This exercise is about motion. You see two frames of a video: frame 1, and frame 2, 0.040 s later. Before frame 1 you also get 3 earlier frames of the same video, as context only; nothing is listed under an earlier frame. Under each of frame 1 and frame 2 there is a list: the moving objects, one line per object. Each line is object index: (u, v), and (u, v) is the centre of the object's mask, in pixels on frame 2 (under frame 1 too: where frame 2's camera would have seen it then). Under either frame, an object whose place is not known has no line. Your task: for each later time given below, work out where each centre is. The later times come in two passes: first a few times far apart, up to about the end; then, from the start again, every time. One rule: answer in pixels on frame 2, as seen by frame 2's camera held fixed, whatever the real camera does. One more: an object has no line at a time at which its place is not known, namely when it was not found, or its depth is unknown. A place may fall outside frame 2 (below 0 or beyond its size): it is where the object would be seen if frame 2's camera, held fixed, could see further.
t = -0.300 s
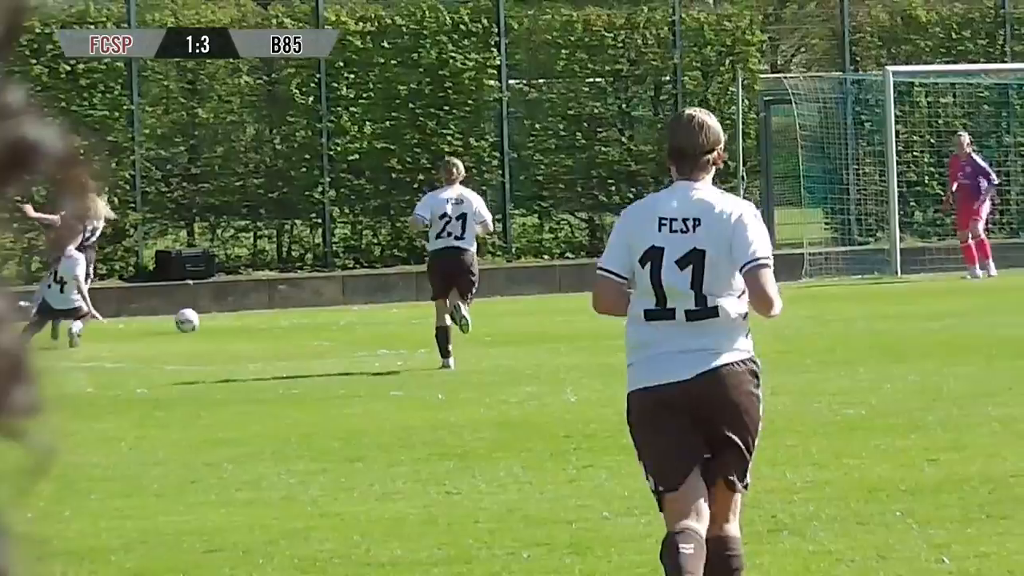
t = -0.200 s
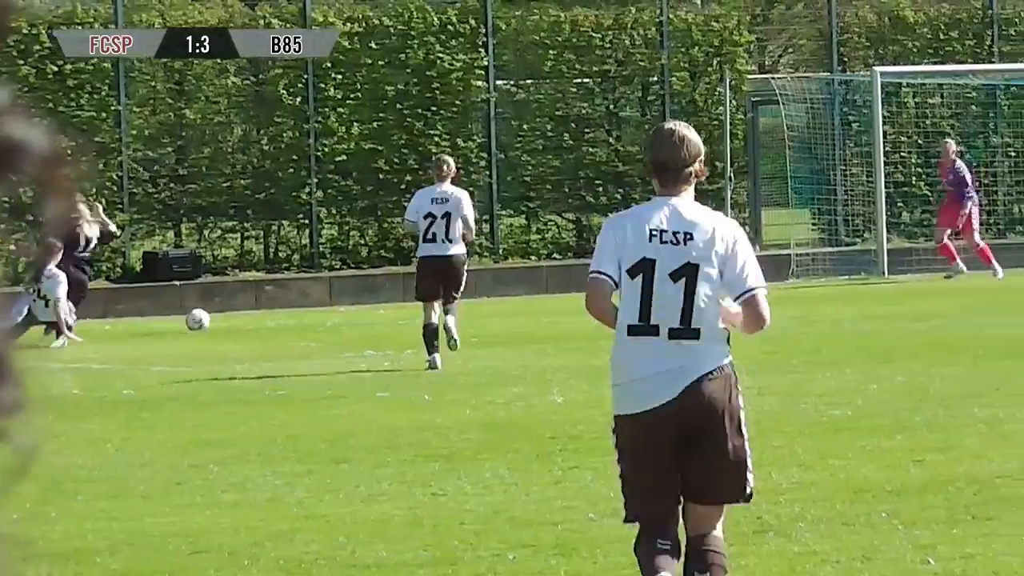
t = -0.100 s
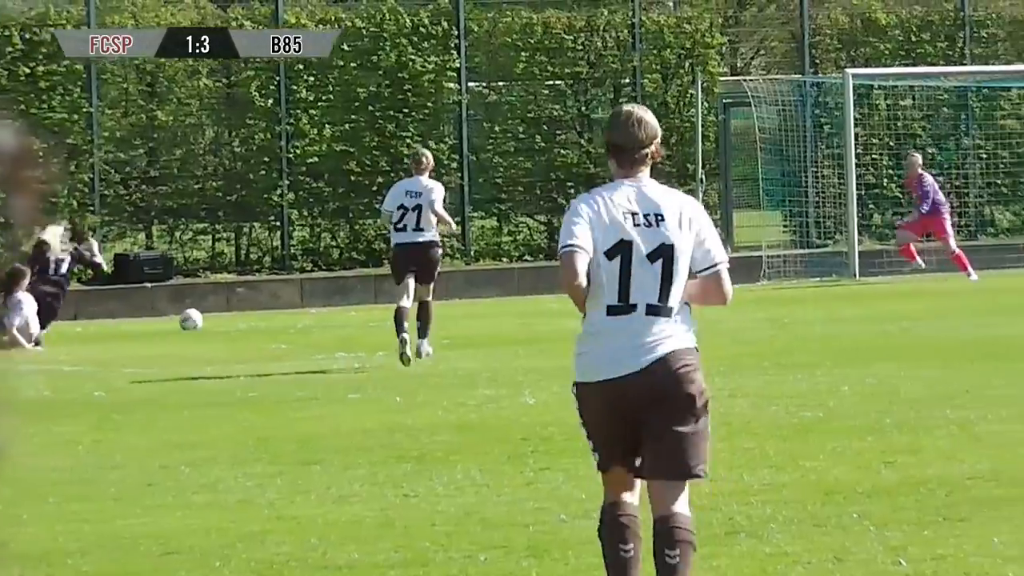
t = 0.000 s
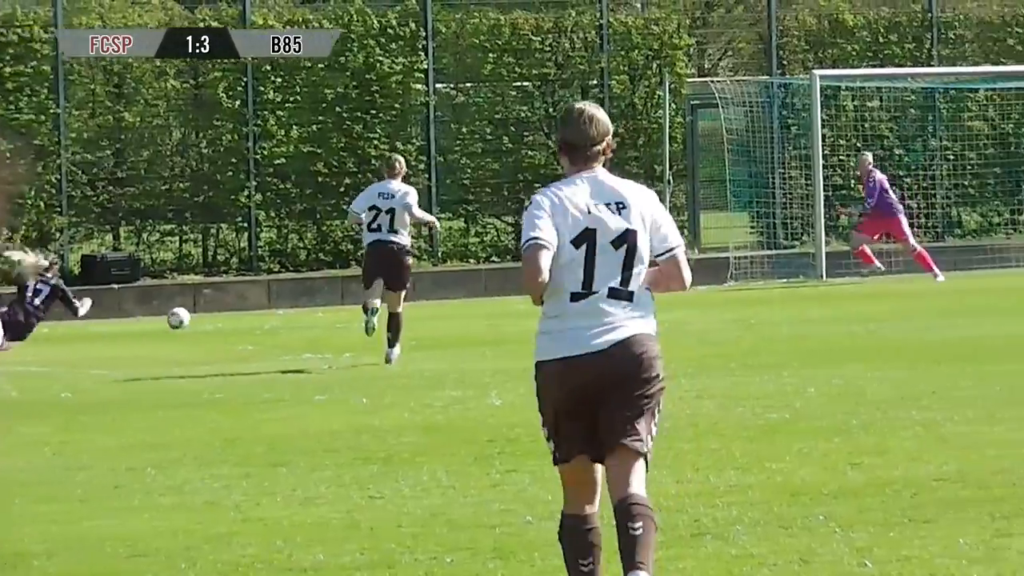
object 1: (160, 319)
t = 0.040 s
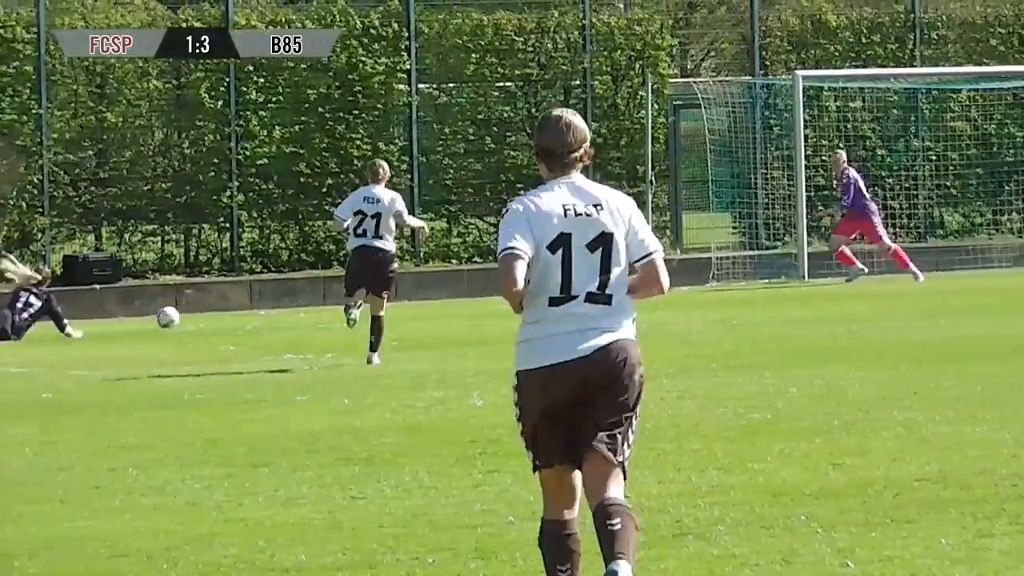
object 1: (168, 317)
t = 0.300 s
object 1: (214, 312)
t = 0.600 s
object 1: (259, 306)
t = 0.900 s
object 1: (307, 300)
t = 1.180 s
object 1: (349, 297)
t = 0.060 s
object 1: (172, 317)
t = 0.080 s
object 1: (176, 317)
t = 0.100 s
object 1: (180, 317)
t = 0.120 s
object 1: (184, 316)
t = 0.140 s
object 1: (187, 315)
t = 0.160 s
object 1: (191, 314)
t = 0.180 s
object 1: (194, 314)
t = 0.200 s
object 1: (198, 313)
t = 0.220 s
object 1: (201, 313)
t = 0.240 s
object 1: (205, 313)
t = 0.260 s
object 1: (208, 313)
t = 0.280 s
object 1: (211, 313)
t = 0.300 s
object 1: (214, 312)
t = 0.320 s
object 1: (217, 310)
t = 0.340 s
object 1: (220, 310)
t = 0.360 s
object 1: (223, 309)
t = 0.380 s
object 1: (226, 308)
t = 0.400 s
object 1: (229, 308)
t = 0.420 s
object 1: (232, 309)
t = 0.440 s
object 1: (236, 309)
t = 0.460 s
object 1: (238, 309)
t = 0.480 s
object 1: (242, 308)
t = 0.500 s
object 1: (244, 307)
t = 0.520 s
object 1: (248, 306)
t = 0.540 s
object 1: (251, 306)
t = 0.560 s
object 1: (255, 305)
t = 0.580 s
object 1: (258, 306)
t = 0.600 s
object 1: (259, 306)
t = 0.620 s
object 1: (262, 307)
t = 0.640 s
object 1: (265, 306)
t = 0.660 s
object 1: (268, 305)
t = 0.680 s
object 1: (272, 304)
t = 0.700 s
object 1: (275, 304)
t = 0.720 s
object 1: (280, 302)
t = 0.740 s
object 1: (284, 303)
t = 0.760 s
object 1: (286, 303)
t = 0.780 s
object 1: (286, 303)
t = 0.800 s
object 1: (290, 303)
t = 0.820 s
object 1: (294, 301)
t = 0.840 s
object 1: (297, 301)
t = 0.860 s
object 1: (300, 301)
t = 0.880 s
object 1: (303, 301)
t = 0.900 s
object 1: (307, 300)
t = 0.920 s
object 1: (311, 299)
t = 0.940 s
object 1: (314, 299)
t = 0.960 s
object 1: (316, 299)
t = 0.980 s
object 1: (320, 298)
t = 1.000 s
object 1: (323, 298)
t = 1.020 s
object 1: (325, 298)
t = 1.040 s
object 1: (328, 298)
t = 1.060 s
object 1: (331, 298)
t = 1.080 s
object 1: (333, 297)
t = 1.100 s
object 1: (337, 297)
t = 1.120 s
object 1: (340, 296)
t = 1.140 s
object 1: (342, 297)
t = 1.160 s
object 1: (345, 296)
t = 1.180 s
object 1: (349, 297)
